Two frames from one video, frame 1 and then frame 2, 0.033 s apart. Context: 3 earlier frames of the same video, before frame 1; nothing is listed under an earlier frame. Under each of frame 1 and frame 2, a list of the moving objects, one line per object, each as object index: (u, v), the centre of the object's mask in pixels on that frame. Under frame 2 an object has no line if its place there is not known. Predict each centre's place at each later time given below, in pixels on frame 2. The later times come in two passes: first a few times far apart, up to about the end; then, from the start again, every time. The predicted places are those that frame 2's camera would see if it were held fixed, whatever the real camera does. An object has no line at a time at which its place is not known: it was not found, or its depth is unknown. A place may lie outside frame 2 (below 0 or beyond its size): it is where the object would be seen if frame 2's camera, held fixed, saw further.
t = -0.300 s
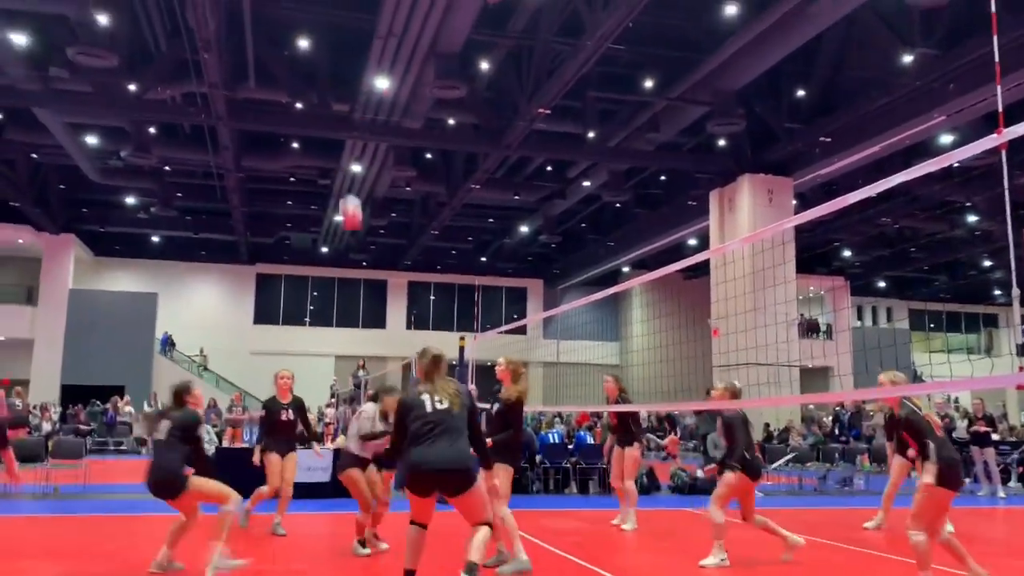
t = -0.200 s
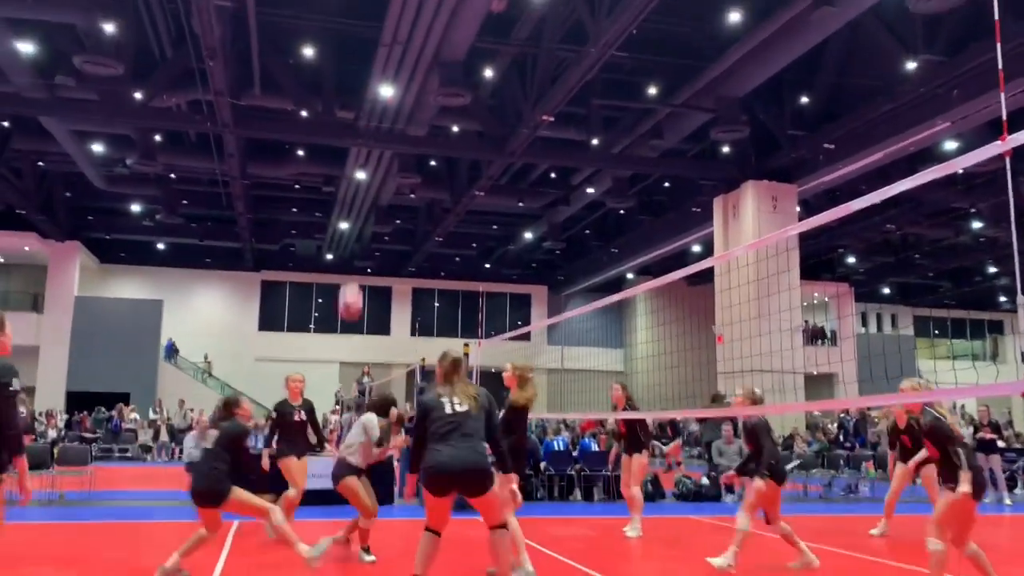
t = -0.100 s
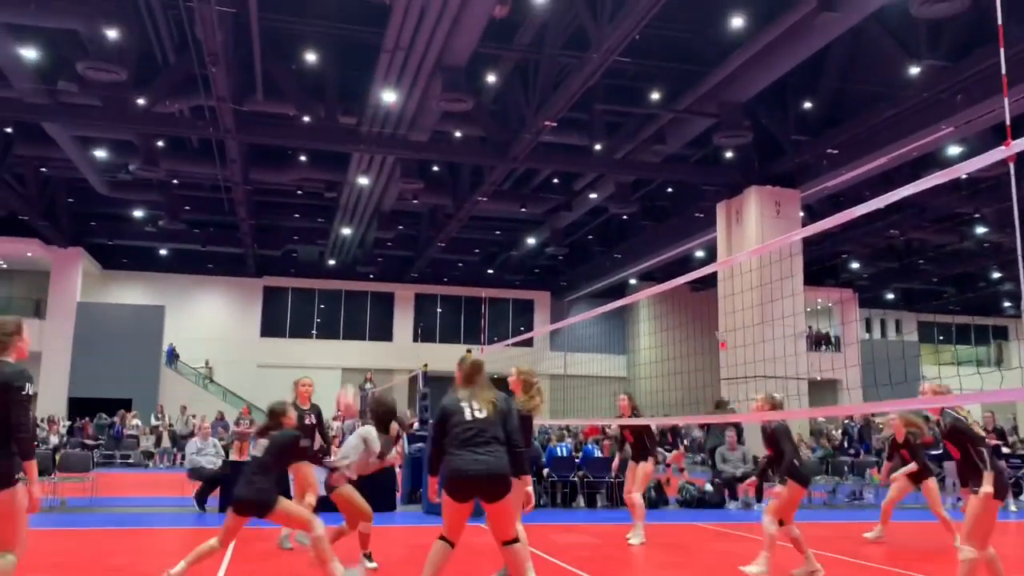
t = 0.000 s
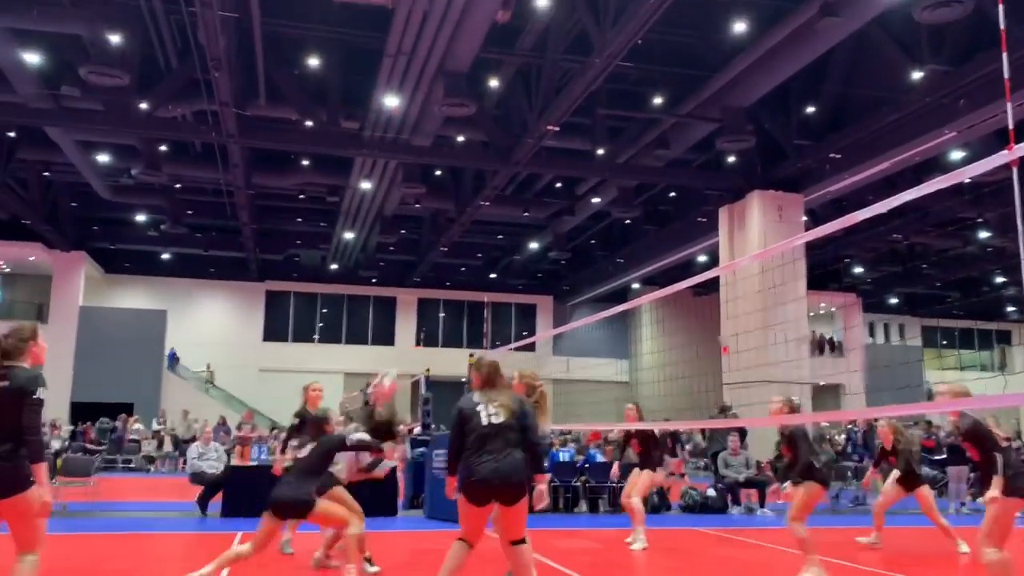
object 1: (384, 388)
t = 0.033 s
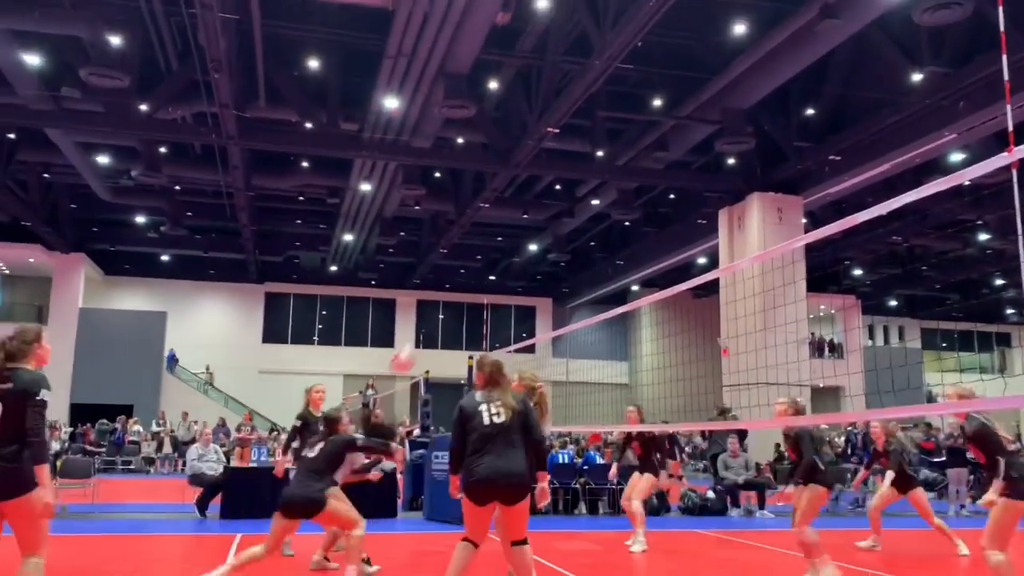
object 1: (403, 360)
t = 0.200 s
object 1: (484, 247)
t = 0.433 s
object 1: (579, 156)
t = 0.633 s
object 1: (651, 127)
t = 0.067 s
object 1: (421, 332)
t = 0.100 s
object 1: (436, 309)
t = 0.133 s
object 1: (453, 286)
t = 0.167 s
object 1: (469, 266)
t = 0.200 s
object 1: (484, 247)
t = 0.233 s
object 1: (498, 230)
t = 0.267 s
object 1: (513, 214)
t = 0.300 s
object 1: (526, 200)
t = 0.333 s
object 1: (540, 187)
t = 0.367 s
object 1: (553, 175)
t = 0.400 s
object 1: (566, 165)
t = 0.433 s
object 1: (579, 156)
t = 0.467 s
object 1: (592, 148)
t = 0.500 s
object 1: (604, 142)
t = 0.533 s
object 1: (616, 136)
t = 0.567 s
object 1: (628, 132)
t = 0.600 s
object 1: (640, 129)
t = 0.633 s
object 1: (651, 127)
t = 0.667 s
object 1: (662, 126)
